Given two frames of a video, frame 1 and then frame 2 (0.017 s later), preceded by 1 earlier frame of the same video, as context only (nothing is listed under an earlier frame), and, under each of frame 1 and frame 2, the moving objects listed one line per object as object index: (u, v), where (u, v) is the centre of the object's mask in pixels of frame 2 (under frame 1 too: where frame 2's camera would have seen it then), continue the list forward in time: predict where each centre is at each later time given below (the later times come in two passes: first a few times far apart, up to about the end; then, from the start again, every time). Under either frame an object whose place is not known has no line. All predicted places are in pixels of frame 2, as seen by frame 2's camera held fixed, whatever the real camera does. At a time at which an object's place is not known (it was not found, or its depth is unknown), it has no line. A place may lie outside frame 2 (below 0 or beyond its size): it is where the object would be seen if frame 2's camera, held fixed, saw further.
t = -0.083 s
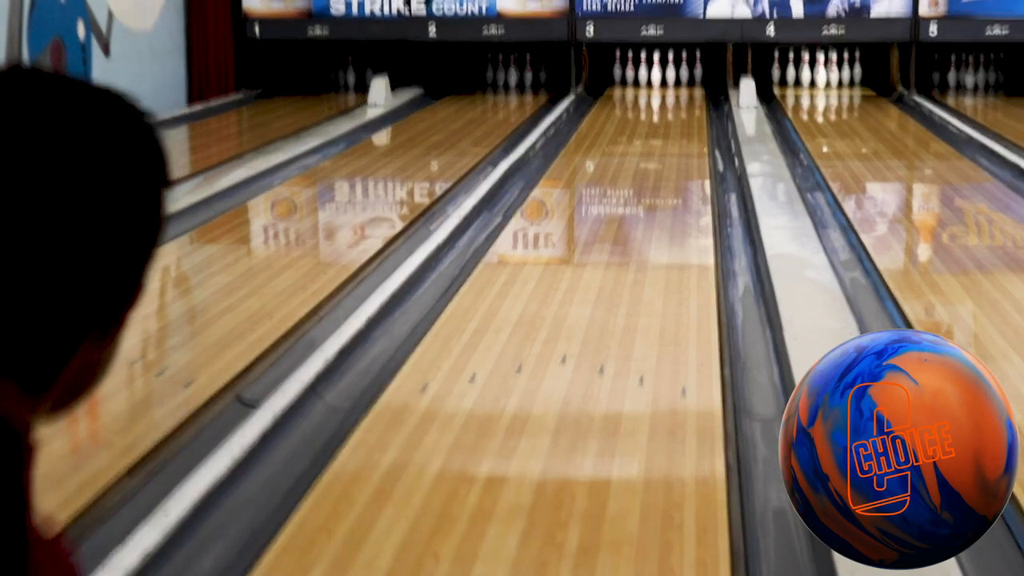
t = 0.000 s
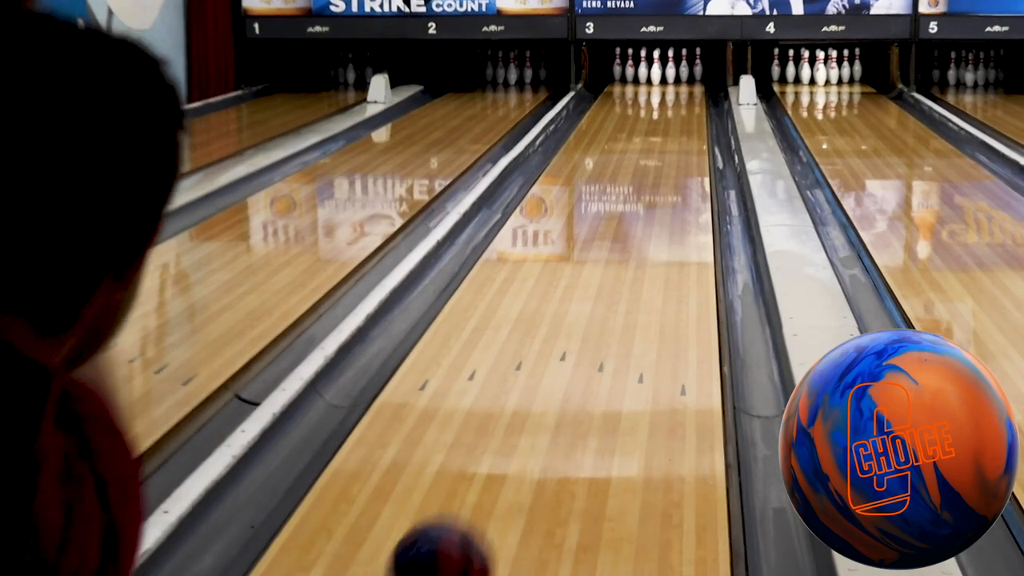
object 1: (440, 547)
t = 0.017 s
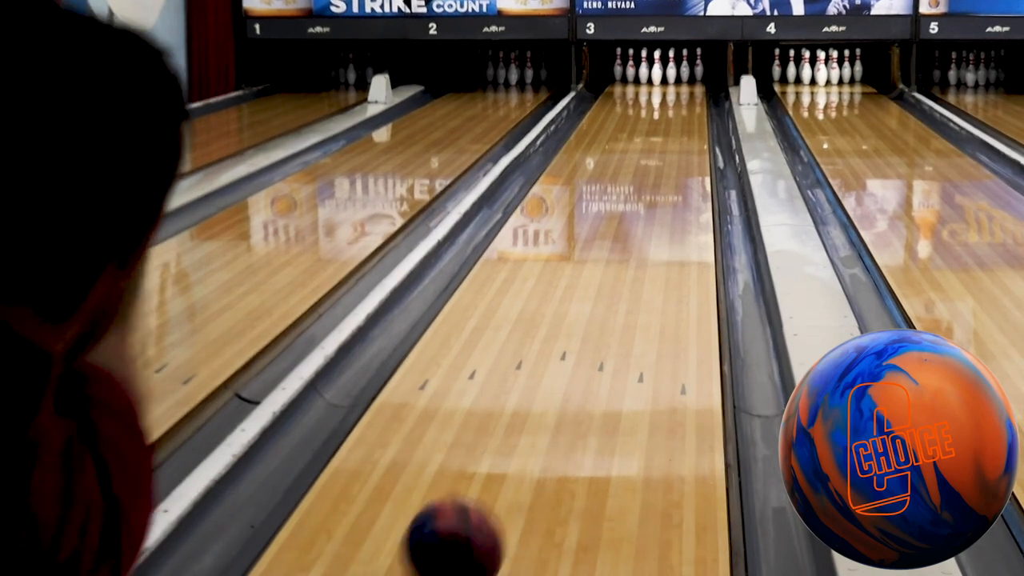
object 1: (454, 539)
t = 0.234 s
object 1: (565, 360)
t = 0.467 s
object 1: (624, 259)
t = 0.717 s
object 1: (659, 195)
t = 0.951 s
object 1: (679, 157)
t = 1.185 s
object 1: (688, 129)
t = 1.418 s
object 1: (688, 109)
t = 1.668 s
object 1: (681, 93)
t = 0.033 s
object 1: (467, 527)
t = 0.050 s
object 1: (478, 509)
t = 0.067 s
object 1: (489, 491)
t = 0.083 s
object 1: (498, 474)
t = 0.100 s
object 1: (507, 458)
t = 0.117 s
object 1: (516, 443)
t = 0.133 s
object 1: (524, 429)
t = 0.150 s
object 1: (532, 416)
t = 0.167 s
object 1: (539, 405)
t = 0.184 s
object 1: (546, 392)
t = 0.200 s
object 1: (553, 381)
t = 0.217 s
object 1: (559, 371)
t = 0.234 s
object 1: (565, 360)
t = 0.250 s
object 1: (570, 351)
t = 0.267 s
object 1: (575, 342)
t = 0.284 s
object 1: (580, 333)
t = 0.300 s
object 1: (586, 325)
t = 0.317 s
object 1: (590, 317)
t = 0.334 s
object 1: (595, 310)
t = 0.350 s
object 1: (599, 303)
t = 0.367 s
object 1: (603, 296)
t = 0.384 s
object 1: (607, 289)
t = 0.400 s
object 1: (610, 283)
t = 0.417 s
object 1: (614, 276)
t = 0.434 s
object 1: (617, 271)
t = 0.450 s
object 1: (621, 265)
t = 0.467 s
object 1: (624, 259)
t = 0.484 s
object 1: (627, 254)
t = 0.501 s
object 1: (630, 249)
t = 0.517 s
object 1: (632, 244)
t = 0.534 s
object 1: (635, 238)
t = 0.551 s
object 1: (638, 234)
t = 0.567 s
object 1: (640, 229)
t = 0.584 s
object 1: (643, 225)
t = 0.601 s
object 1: (645, 221)
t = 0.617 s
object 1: (647, 217)
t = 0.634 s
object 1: (650, 212)
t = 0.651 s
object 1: (651, 209)
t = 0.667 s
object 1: (653, 206)
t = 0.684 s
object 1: (656, 202)
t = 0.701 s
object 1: (658, 198)
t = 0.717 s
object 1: (659, 195)
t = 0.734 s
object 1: (661, 191)
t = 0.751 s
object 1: (663, 188)
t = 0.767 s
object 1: (664, 185)
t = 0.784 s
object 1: (666, 182)
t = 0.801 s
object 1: (667, 180)
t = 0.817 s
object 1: (669, 177)
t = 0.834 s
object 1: (670, 174)
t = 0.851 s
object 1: (671, 171)
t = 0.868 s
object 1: (673, 168)
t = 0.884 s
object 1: (674, 166)
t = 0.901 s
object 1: (675, 164)
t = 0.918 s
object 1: (676, 161)
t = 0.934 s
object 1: (678, 159)
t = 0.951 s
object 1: (679, 157)
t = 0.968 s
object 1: (680, 154)
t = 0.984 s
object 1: (681, 152)
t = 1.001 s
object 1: (681, 150)
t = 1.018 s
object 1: (682, 148)
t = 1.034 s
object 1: (683, 146)
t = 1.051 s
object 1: (684, 143)
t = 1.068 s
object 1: (685, 142)
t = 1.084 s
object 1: (685, 140)
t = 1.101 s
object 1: (686, 138)
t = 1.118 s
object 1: (686, 136)
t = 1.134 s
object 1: (687, 134)
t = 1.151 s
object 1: (687, 132)
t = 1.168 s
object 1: (687, 131)
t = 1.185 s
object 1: (688, 129)
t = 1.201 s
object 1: (689, 127)
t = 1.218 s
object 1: (688, 126)
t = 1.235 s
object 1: (688, 124)
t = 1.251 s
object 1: (689, 123)
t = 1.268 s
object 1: (689, 122)
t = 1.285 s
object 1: (689, 120)
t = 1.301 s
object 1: (689, 118)
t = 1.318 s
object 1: (689, 117)
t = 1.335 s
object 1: (689, 116)
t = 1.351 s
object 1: (689, 114)
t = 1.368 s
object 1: (689, 113)
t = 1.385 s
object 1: (689, 112)
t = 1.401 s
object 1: (688, 110)
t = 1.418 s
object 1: (688, 109)
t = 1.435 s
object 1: (688, 108)
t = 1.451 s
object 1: (688, 107)
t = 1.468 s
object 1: (687, 105)
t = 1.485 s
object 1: (687, 104)
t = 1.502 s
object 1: (686, 103)
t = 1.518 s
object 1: (686, 102)
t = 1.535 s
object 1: (686, 101)
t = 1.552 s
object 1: (685, 100)
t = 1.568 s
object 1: (685, 99)
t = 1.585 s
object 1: (684, 98)
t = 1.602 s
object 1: (683, 97)
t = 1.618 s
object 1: (683, 96)
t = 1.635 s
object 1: (682, 95)
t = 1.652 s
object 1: (682, 94)
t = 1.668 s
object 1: (681, 93)
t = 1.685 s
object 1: (680, 92)
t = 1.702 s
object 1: (679, 91)
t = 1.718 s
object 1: (679, 90)
